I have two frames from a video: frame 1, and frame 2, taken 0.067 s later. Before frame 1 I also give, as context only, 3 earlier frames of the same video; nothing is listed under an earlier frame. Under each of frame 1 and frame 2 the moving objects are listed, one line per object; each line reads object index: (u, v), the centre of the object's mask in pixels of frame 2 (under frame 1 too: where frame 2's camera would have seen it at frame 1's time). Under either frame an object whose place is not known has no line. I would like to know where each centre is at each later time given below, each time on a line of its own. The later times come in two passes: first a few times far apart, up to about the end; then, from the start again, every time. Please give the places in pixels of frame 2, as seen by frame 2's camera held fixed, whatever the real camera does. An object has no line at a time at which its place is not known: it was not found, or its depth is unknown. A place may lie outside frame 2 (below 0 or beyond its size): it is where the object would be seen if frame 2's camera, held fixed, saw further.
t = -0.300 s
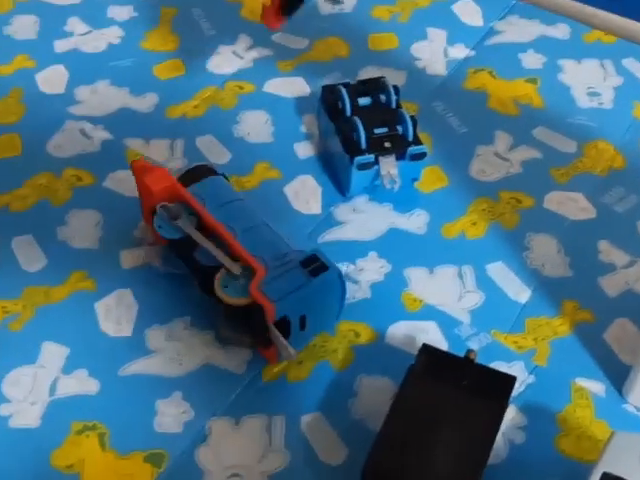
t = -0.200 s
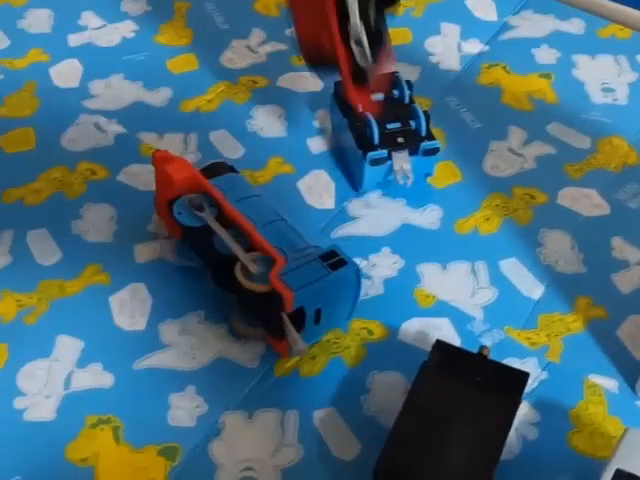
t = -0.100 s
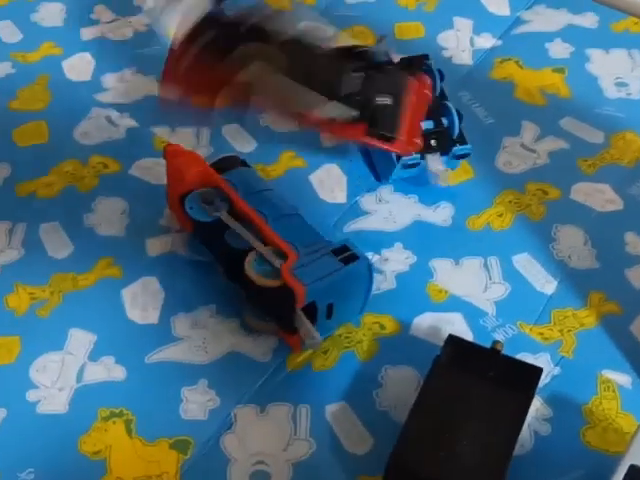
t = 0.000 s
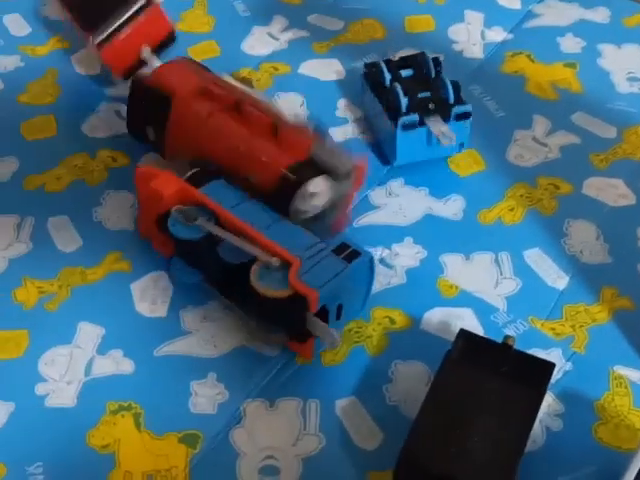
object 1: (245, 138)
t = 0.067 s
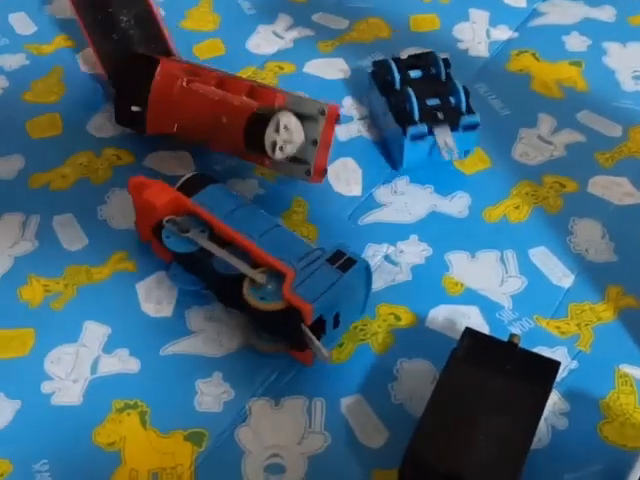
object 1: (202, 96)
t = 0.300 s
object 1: (198, 123)
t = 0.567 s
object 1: (188, 110)
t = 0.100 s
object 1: (218, 108)
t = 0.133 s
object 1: (202, 100)
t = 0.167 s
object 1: (198, 105)
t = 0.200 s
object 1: (204, 125)
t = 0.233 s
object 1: (201, 127)
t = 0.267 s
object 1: (201, 127)
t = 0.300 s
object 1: (198, 123)
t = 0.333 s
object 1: (201, 126)
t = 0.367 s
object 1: (198, 122)
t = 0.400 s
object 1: (189, 110)
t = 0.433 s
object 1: (189, 110)
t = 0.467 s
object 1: (188, 110)
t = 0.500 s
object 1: (188, 109)
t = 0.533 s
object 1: (188, 109)
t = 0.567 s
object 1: (188, 110)
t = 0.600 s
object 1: (188, 110)
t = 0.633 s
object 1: (188, 111)
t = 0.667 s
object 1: (189, 111)
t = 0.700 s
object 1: (189, 112)
